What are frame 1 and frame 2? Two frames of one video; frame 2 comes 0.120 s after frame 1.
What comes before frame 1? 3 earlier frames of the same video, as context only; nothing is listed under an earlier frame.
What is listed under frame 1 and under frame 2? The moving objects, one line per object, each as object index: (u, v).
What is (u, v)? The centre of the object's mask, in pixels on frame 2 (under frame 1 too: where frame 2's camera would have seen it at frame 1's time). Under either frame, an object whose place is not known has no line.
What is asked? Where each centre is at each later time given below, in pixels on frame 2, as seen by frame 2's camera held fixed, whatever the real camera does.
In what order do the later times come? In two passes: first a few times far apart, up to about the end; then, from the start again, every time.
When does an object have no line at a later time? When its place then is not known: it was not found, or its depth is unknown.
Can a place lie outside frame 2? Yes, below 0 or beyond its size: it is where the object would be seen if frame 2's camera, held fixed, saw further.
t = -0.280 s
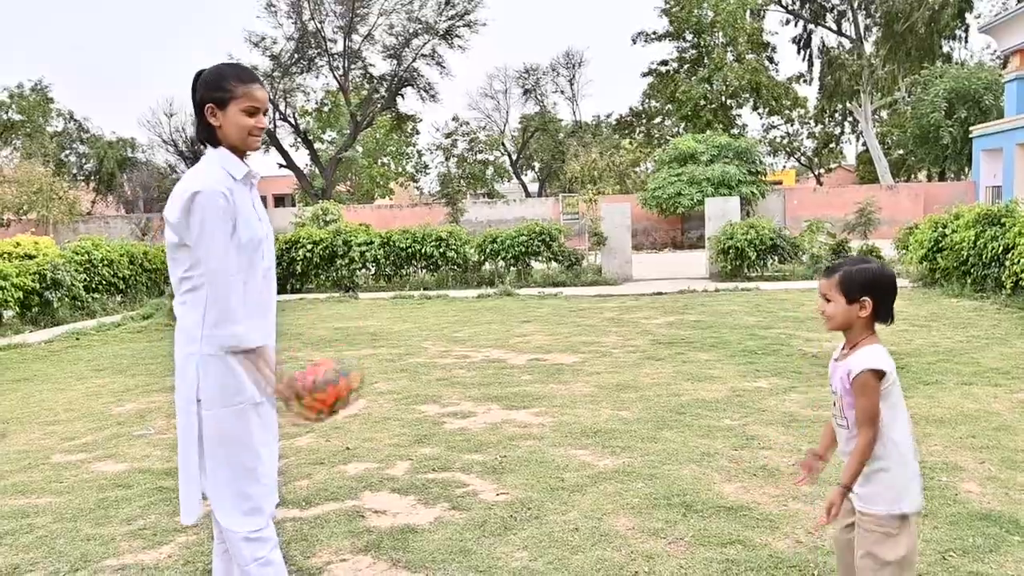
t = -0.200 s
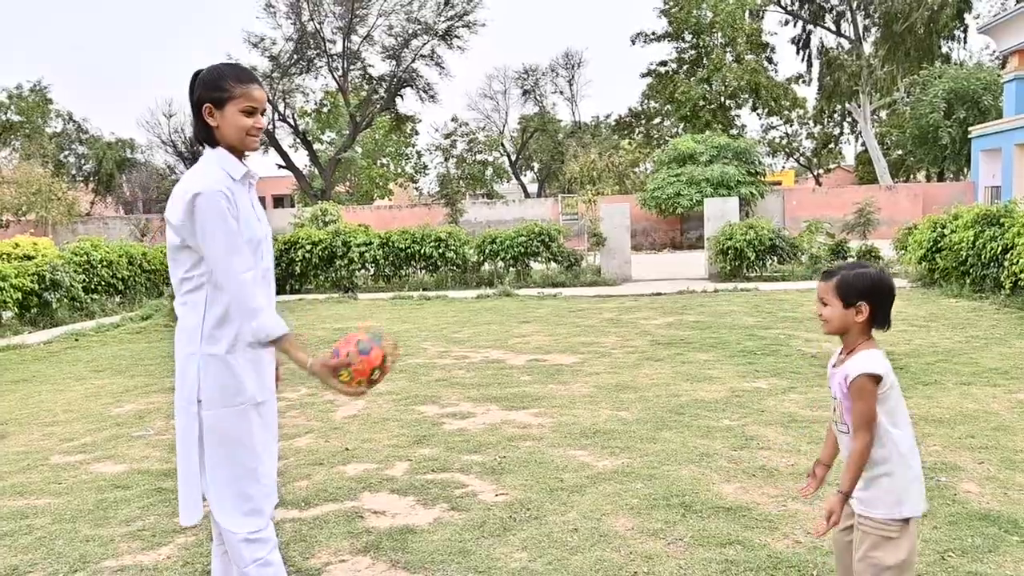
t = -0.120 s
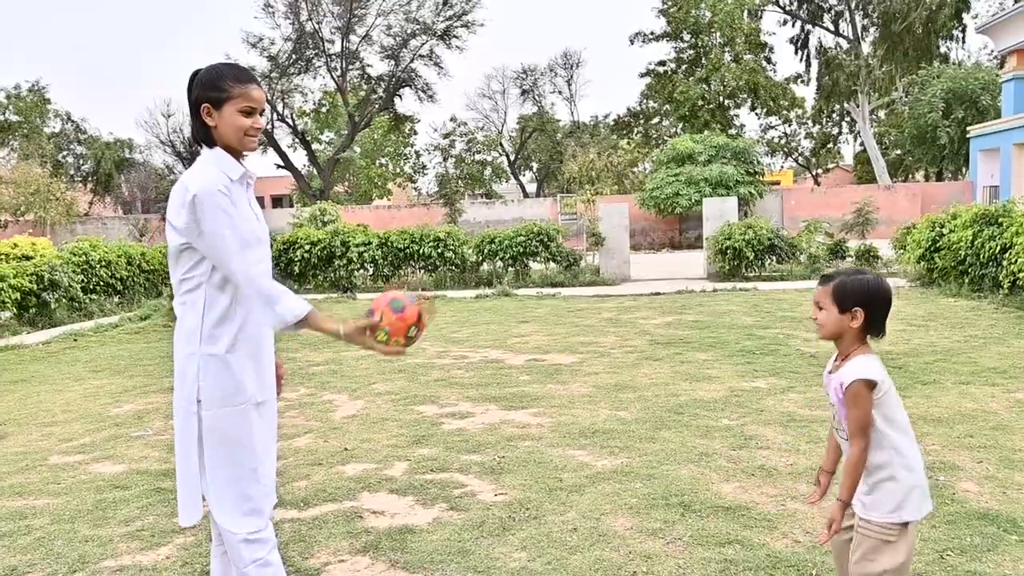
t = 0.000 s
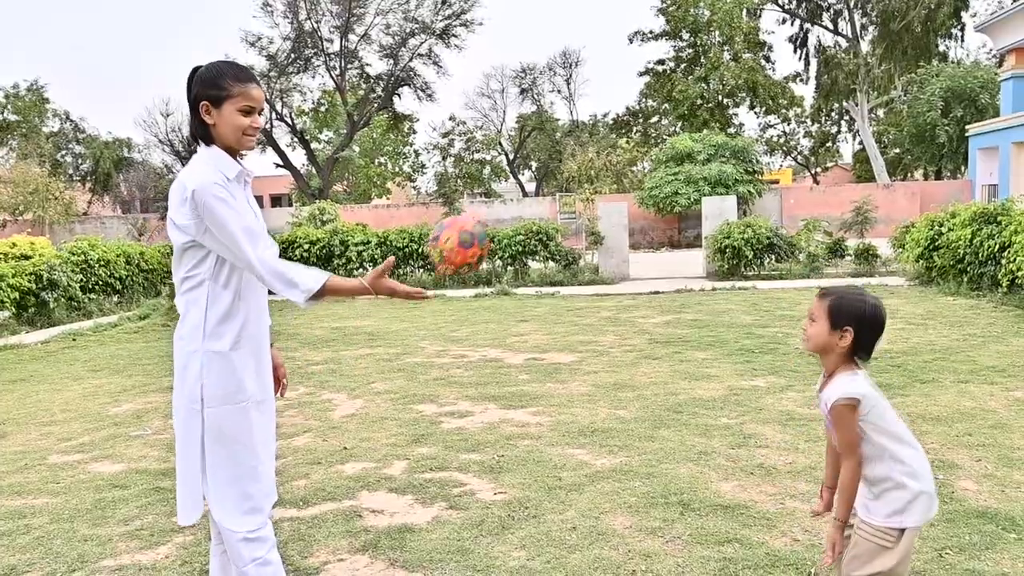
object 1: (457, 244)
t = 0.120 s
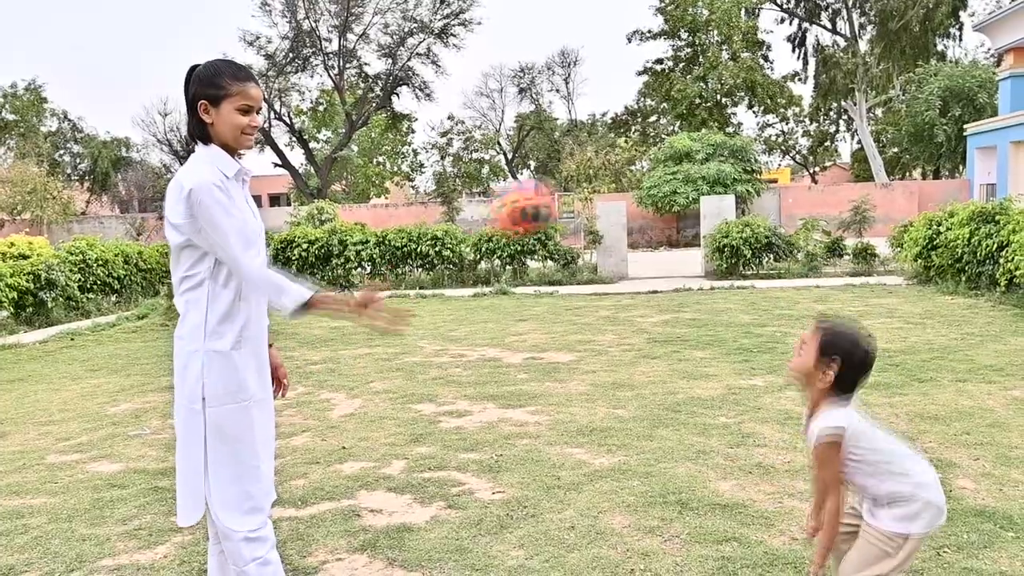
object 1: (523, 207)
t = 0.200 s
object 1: (564, 204)
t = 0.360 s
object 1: (657, 253)
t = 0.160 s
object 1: (549, 203)
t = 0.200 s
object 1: (564, 204)
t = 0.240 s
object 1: (588, 210)
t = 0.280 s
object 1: (604, 215)
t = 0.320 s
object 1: (630, 230)
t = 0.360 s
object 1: (657, 253)
